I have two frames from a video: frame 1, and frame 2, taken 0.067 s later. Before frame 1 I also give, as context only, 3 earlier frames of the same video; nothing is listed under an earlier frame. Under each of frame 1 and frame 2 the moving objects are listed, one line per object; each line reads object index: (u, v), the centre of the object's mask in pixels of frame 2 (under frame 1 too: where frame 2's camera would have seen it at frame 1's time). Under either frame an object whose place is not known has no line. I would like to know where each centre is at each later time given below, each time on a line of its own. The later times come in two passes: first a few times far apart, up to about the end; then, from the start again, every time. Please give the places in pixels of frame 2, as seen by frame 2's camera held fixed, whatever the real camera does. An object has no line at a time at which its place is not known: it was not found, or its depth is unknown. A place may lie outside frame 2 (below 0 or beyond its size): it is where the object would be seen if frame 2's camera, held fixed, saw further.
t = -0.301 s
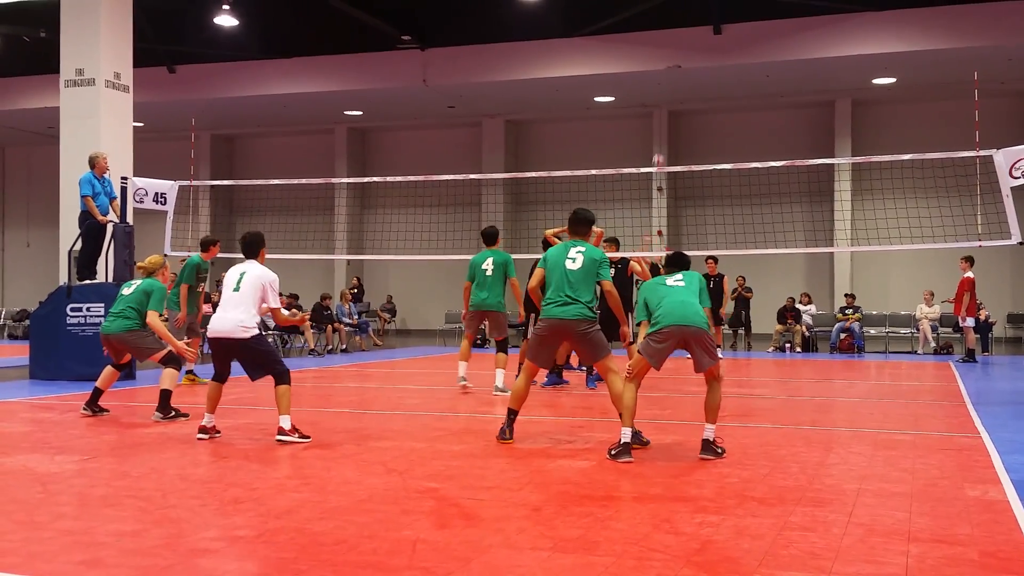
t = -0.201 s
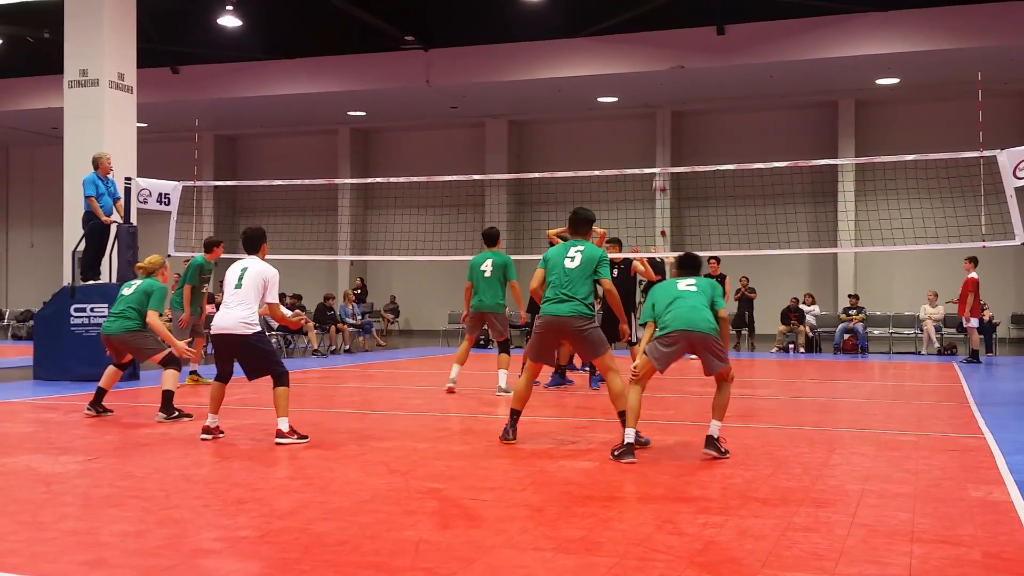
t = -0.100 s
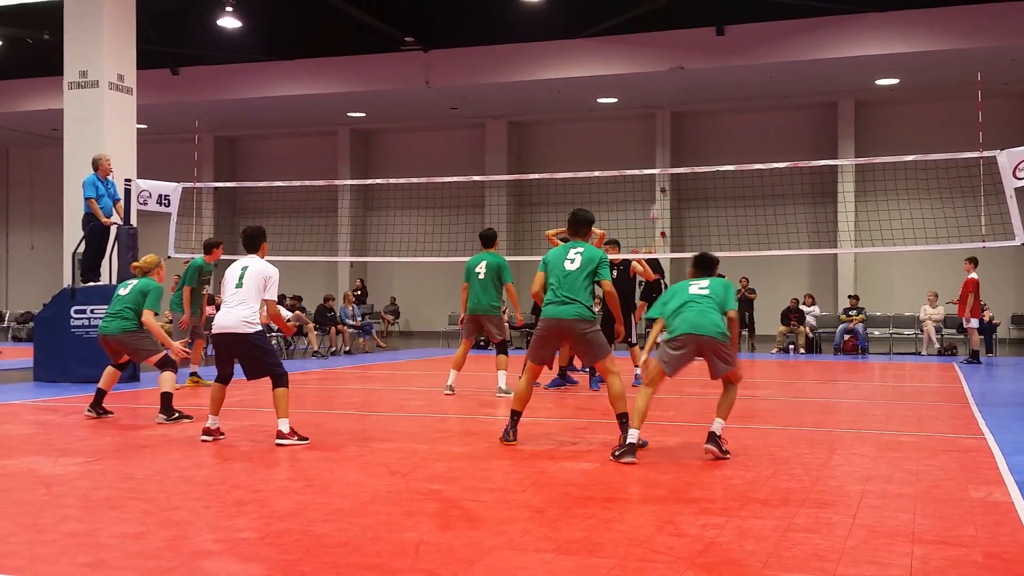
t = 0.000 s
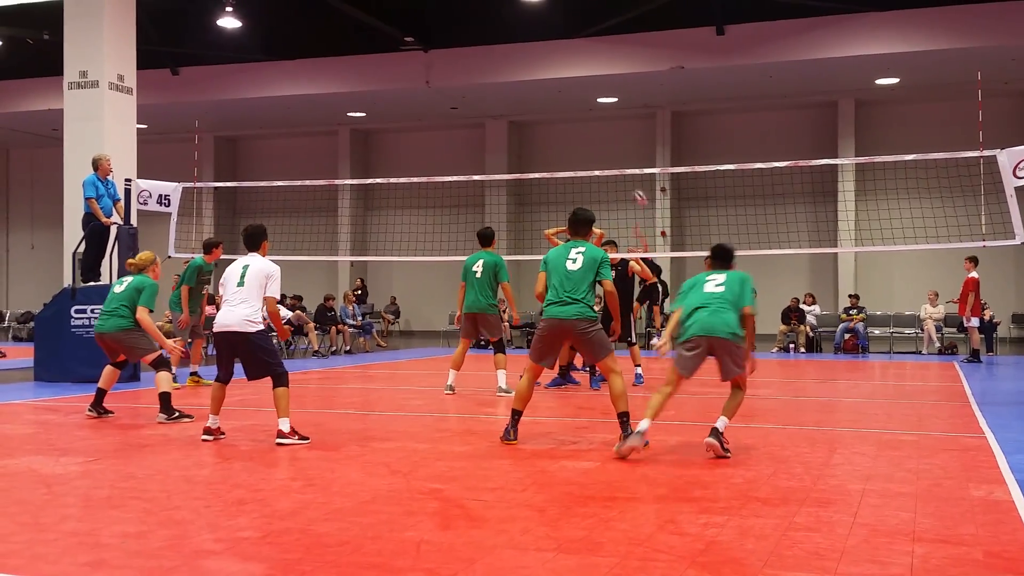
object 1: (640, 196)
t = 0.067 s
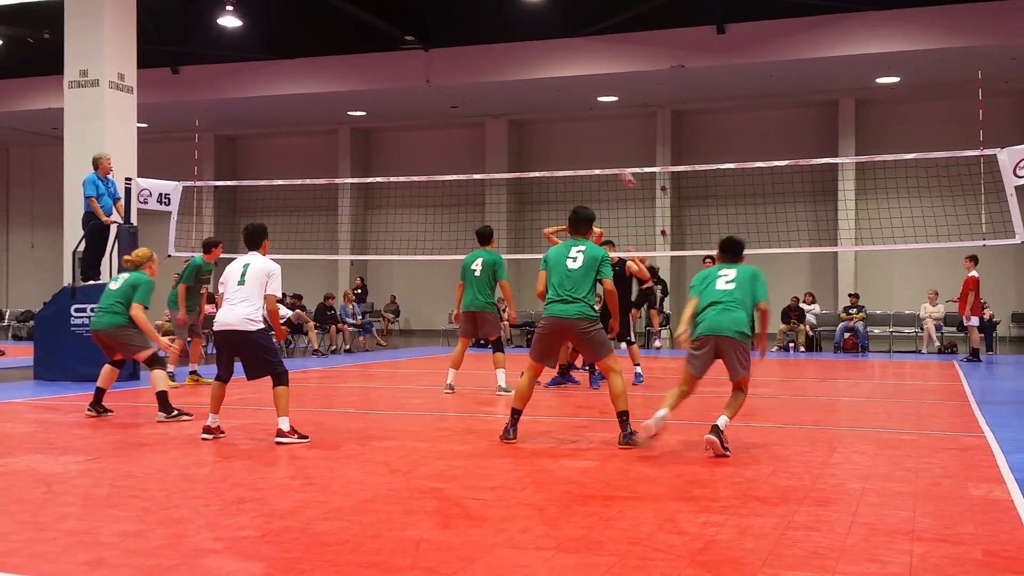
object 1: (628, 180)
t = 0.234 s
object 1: (590, 142)
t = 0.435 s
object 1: (538, 127)
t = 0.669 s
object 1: (457, 165)
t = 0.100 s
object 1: (618, 166)
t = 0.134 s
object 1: (613, 161)
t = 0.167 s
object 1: (606, 154)
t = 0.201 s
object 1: (599, 148)
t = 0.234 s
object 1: (590, 142)
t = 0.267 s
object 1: (583, 137)
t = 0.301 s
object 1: (574, 133)
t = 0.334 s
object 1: (566, 130)
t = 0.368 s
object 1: (557, 128)
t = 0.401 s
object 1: (547, 126)
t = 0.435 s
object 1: (538, 127)
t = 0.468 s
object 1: (527, 128)
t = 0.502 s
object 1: (517, 130)
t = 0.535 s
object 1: (505, 134)
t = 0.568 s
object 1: (494, 140)
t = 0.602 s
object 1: (482, 148)
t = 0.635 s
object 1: (470, 156)
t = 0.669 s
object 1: (457, 165)
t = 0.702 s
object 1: (441, 180)
